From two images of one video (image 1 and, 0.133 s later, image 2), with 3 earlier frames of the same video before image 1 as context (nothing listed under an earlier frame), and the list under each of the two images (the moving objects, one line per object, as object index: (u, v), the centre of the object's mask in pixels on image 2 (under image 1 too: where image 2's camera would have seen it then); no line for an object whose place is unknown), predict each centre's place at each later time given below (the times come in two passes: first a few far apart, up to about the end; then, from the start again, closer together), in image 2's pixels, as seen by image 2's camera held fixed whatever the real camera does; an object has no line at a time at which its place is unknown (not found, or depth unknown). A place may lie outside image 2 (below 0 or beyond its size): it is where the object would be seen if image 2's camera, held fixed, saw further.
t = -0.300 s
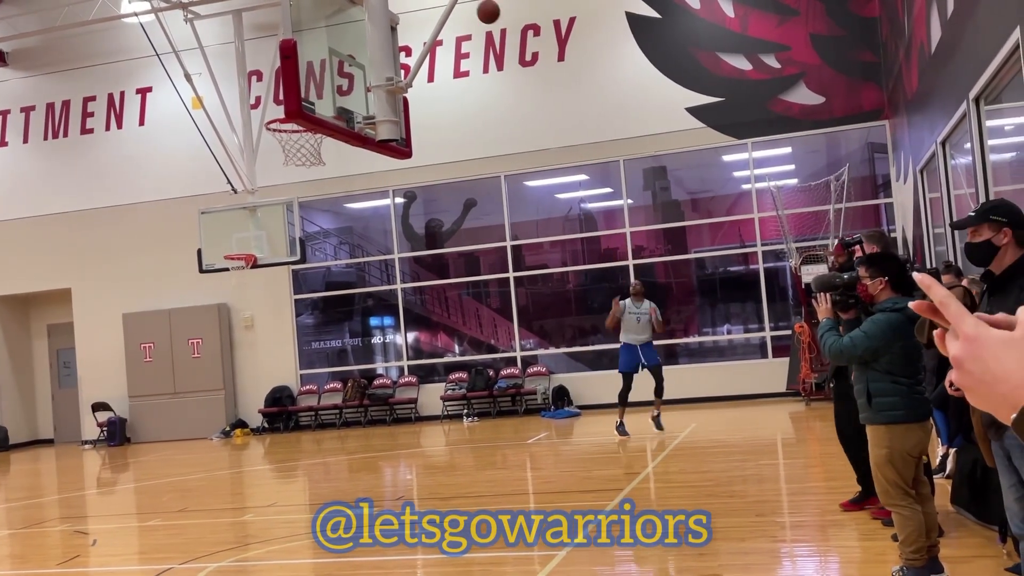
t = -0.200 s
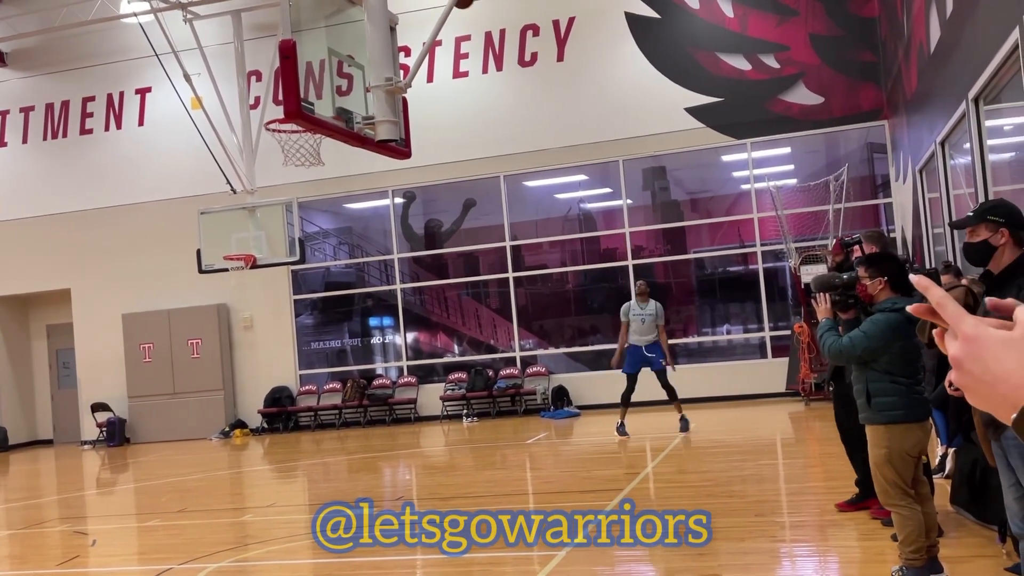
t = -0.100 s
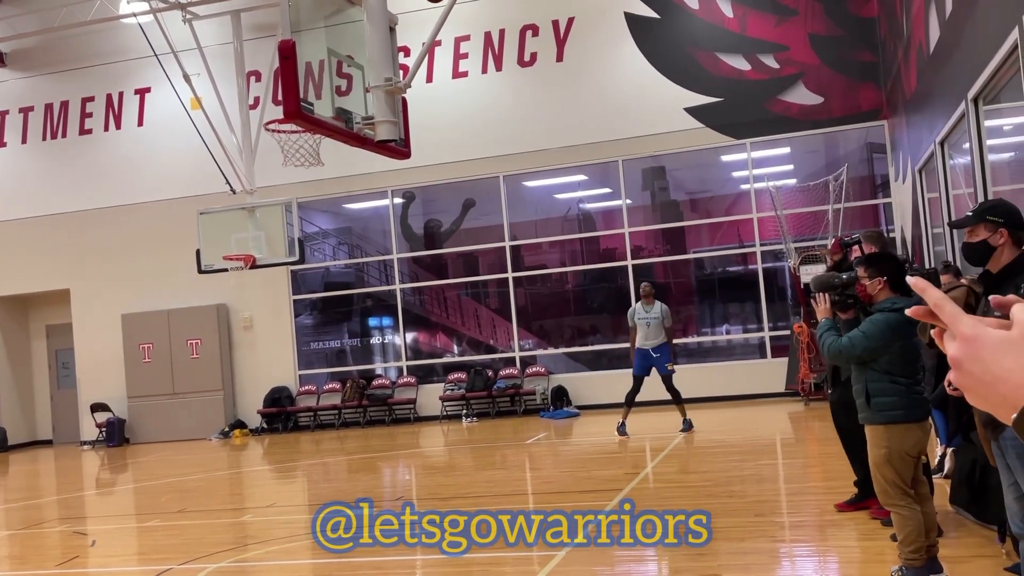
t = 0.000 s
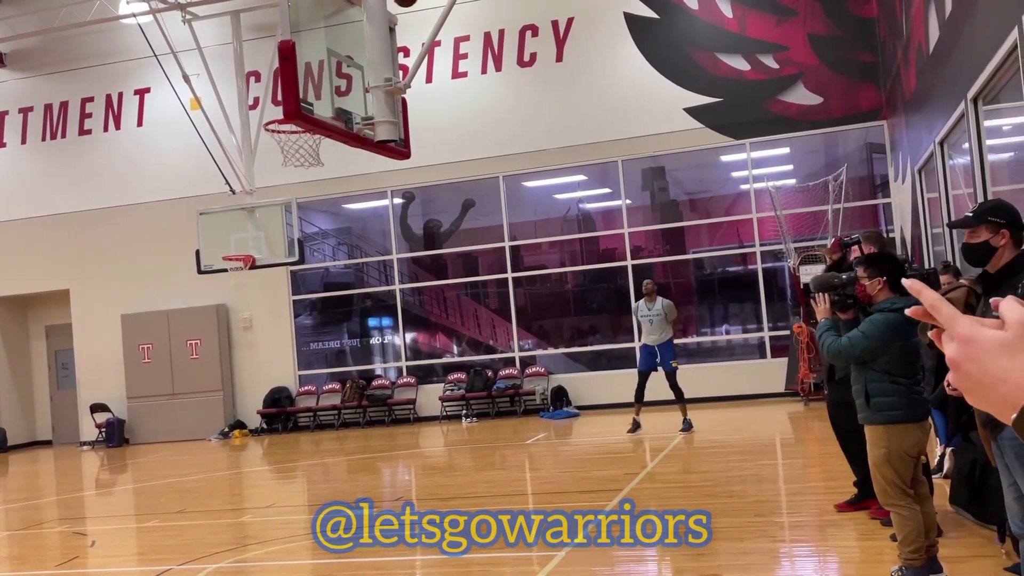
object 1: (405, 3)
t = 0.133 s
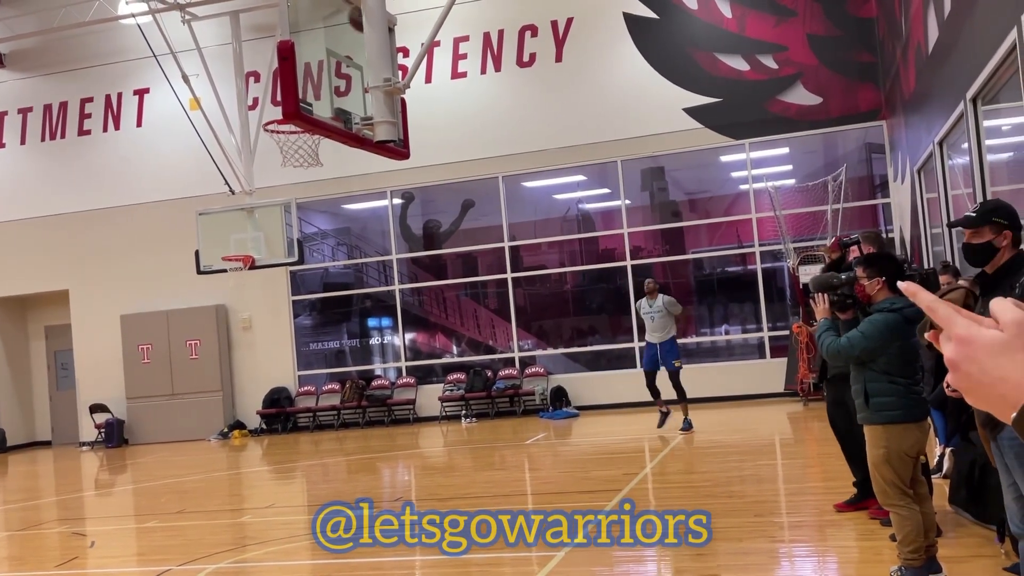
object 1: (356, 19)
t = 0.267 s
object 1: (315, 68)
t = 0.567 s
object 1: (315, 169)
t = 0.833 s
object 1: (305, 286)
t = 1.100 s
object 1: (302, 481)
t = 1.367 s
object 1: (285, 413)
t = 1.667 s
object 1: (267, 347)
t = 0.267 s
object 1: (315, 68)
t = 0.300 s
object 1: (308, 85)
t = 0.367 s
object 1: (278, 127)
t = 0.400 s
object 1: (303, 140)
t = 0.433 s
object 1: (321, 147)
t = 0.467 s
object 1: (320, 150)
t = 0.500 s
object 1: (318, 153)
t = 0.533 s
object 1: (316, 160)
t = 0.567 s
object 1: (315, 169)
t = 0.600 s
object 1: (313, 179)
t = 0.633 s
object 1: (312, 190)
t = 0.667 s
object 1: (310, 202)
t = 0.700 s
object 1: (309, 216)
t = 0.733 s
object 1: (308, 232)
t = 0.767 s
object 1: (307, 248)
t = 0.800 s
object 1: (306, 267)
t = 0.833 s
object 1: (305, 286)
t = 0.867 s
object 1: (304, 305)
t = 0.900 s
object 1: (304, 326)
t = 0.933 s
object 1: (303, 350)
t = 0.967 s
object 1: (303, 373)
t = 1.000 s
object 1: (303, 399)
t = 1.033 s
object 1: (302, 424)
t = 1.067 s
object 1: (302, 454)
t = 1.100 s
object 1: (302, 481)
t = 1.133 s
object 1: (302, 511)
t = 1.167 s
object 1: (301, 523)
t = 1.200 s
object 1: (299, 501)
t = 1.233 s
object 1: (296, 480)
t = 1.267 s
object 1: (293, 461)
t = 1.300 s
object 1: (290, 443)
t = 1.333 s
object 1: (287, 427)
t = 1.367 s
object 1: (285, 413)
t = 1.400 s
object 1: (282, 400)
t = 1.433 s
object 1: (280, 389)
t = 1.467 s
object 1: (278, 379)
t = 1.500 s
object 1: (276, 370)
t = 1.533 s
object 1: (274, 362)
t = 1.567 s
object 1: (272, 356)
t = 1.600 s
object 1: (270, 352)
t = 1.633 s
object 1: (268, 349)
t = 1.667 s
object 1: (267, 347)
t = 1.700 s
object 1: (266, 347)
